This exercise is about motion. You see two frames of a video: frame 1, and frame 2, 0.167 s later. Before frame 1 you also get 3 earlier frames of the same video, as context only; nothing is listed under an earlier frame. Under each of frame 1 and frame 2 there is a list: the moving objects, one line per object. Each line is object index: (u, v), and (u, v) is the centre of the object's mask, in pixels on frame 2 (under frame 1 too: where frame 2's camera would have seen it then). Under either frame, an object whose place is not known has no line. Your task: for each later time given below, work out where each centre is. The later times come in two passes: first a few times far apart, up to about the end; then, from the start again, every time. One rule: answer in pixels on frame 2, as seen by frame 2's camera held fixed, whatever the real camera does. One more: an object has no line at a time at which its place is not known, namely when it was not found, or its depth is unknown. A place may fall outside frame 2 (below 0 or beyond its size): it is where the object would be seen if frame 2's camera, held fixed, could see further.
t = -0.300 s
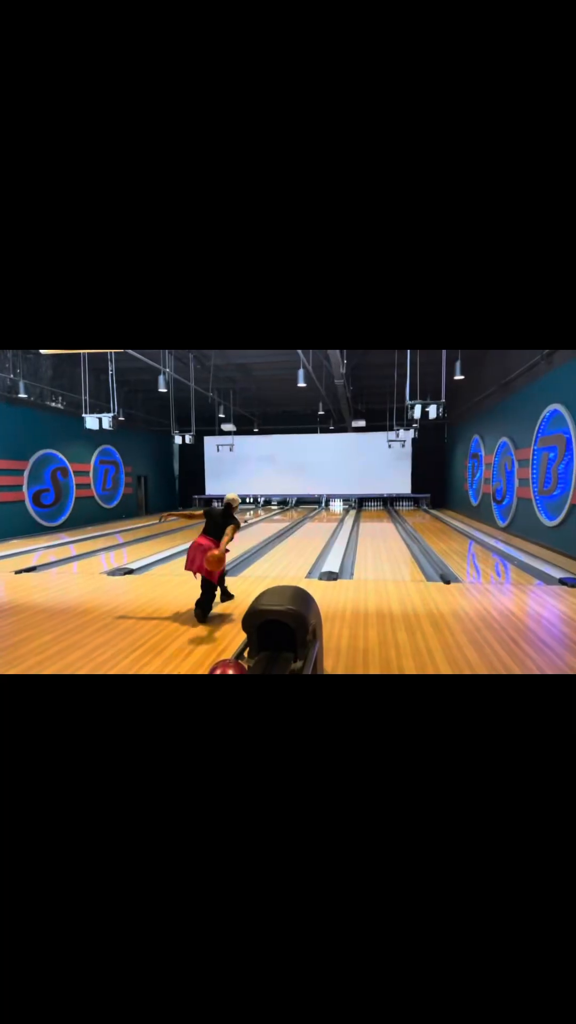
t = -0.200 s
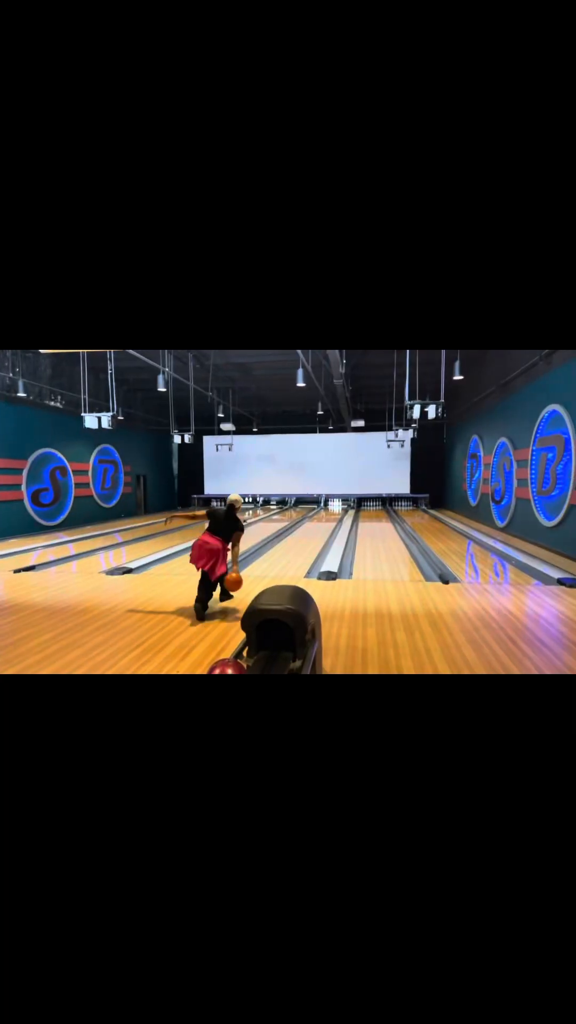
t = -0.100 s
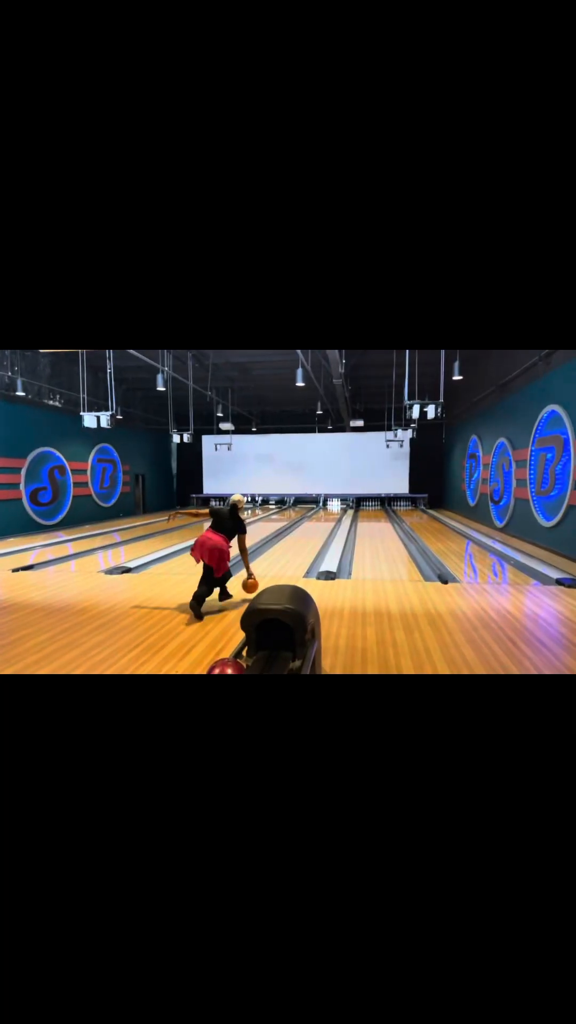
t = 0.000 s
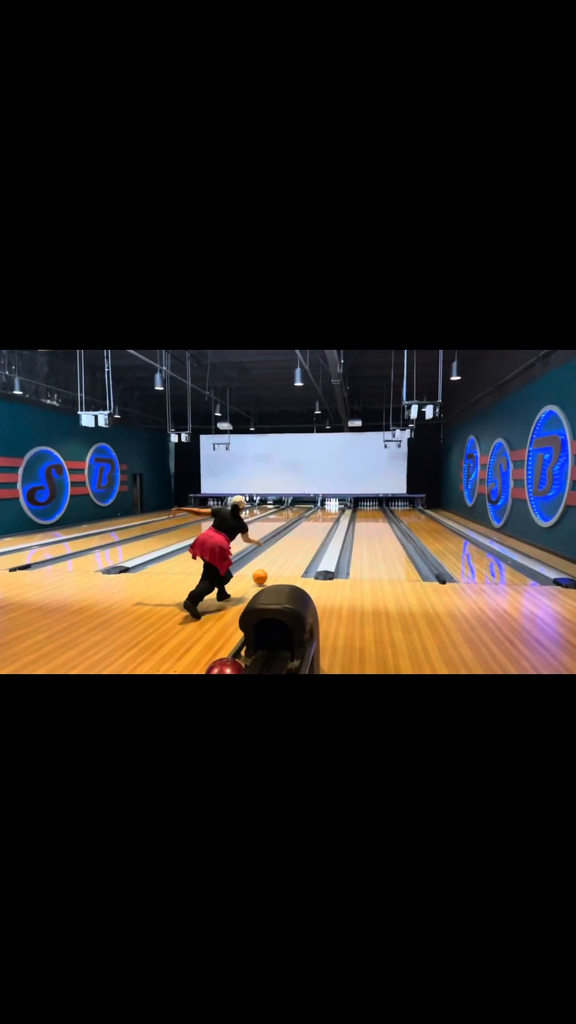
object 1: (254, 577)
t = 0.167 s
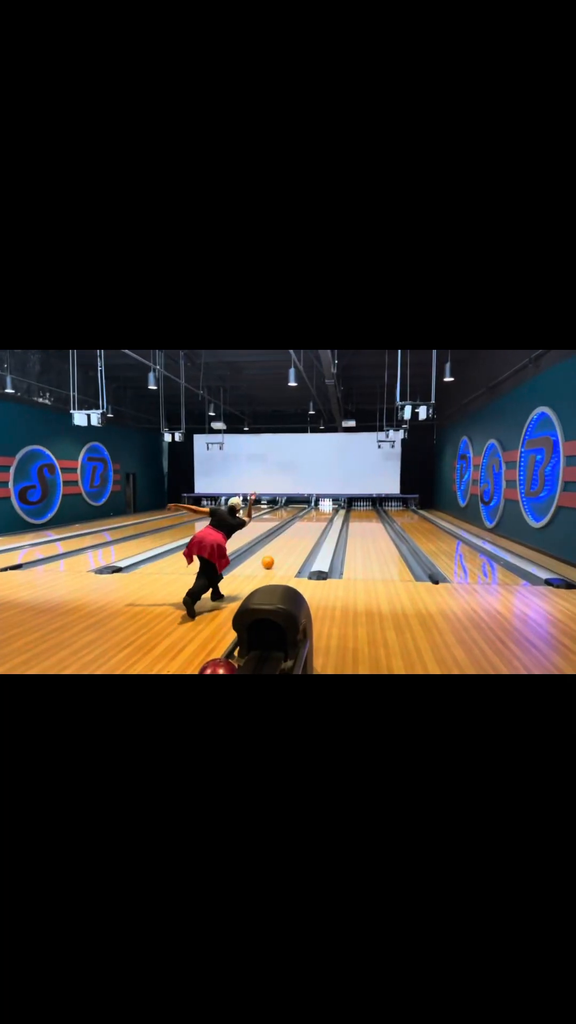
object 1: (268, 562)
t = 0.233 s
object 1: (272, 557)
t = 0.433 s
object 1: (282, 545)
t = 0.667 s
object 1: (291, 536)
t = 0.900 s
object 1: (298, 529)
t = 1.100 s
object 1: (302, 524)
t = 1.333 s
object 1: (306, 519)
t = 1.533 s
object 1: (310, 516)
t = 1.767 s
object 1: (313, 512)
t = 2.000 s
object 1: (315, 510)
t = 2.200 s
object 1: (316, 508)
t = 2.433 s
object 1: (317, 506)
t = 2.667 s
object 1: (318, 505)
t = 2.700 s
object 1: (319, 504)
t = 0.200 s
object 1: (270, 559)
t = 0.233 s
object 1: (272, 557)
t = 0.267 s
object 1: (274, 555)
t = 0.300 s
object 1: (276, 552)
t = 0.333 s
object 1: (277, 551)
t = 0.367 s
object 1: (279, 549)
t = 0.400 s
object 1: (281, 547)
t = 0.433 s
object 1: (282, 545)
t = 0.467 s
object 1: (284, 544)
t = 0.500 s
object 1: (285, 542)
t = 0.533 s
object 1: (287, 541)
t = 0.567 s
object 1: (288, 539)
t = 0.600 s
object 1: (289, 538)
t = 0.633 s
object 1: (290, 537)
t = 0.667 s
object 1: (291, 536)
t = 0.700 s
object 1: (292, 535)
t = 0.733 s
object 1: (293, 533)
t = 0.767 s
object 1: (294, 532)
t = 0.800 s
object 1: (295, 531)
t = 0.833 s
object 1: (296, 531)
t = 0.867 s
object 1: (297, 529)
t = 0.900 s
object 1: (298, 529)
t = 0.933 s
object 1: (299, 528)
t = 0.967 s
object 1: (299, 527)
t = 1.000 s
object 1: (300, 526)
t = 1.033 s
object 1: (301, 525)
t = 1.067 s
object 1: (301, 524)
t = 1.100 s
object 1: (302, 524)
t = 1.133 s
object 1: (303, 523)
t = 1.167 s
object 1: (303, 522)
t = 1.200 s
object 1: (304, 522)
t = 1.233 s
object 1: (305, 520)
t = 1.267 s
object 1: (305, 520)
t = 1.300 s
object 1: (306, 520)
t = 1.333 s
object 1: (306, 519)
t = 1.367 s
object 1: (308, 518)
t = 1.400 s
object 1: (308, 518)
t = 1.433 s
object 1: (309, 517)
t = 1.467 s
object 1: (309, 517)
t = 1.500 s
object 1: (309, 516)
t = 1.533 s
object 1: (310, 516)
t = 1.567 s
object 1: (310, 515)
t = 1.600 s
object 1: (310, 515)
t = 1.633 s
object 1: (311, 514)
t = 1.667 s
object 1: (312, 513)
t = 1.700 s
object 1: (312, 513)
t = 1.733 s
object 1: (312, 512)
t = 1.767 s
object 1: (313, 512)
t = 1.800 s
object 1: (313, 512)
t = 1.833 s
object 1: (313, 511)
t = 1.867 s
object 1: (314, 511)
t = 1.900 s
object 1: (314, 511)
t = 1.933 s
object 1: (314, 510)
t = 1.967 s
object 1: (314, 510)
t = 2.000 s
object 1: (315, 510)
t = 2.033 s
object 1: (315, 509)
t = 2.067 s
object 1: (315, 509)
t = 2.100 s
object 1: (316, 508)
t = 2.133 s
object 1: (316, 508)
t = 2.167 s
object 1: (316, 508)
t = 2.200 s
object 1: (316, 508)
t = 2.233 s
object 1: (316, 507)
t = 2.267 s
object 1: (316, 507)
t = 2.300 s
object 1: (317, 507)
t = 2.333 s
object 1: (317, 507)
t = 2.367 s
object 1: (317, 506)
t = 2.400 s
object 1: (317, 507)
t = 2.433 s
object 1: (317, 506)
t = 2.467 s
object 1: (317, 506)
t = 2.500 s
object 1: (318, 506)
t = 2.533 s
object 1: (318, 505)
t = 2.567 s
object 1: (318, 505)
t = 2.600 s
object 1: (318, 505)
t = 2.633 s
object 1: (318, 505)
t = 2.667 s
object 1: (318, 505)
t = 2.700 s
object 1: (319, 504)
